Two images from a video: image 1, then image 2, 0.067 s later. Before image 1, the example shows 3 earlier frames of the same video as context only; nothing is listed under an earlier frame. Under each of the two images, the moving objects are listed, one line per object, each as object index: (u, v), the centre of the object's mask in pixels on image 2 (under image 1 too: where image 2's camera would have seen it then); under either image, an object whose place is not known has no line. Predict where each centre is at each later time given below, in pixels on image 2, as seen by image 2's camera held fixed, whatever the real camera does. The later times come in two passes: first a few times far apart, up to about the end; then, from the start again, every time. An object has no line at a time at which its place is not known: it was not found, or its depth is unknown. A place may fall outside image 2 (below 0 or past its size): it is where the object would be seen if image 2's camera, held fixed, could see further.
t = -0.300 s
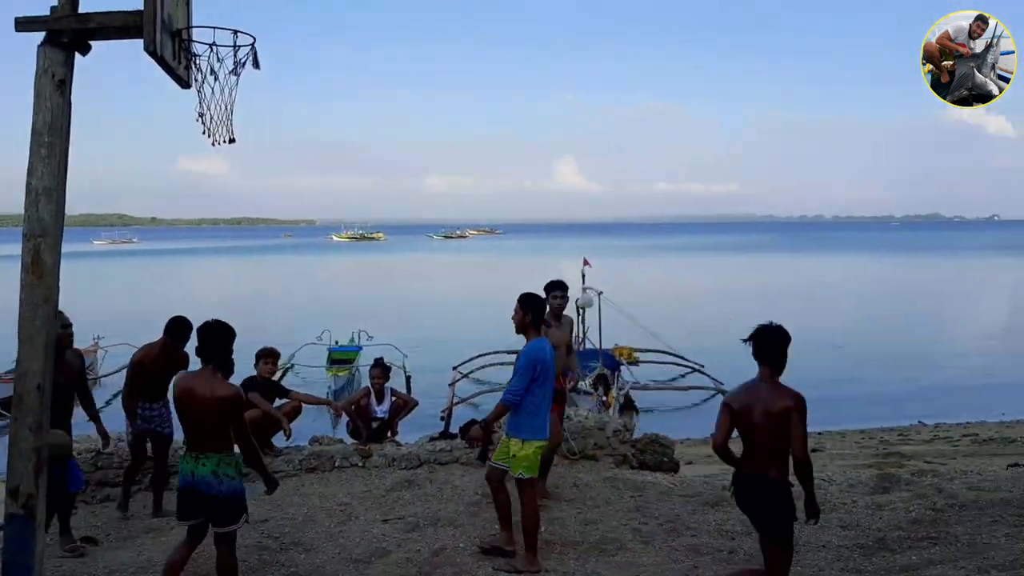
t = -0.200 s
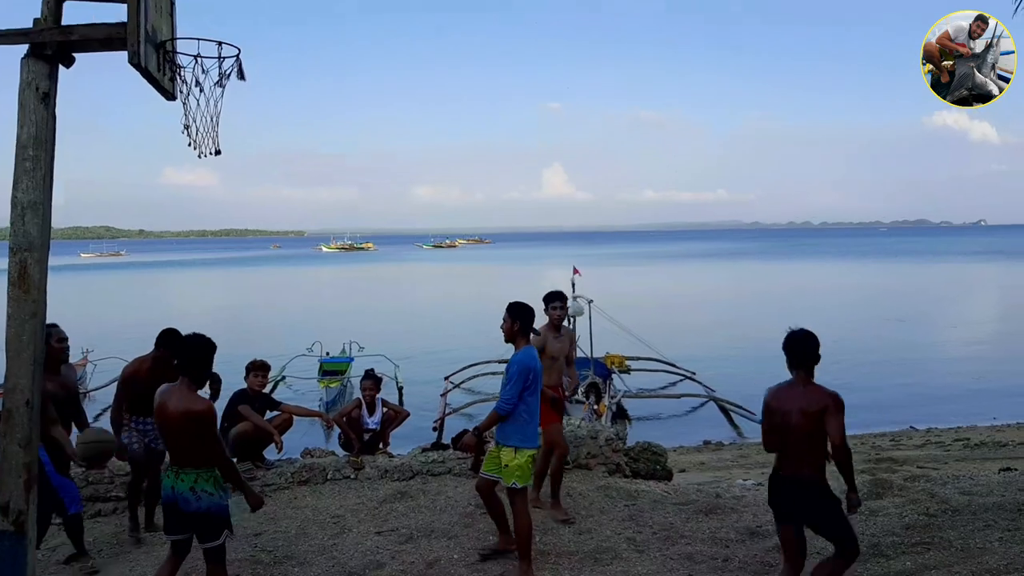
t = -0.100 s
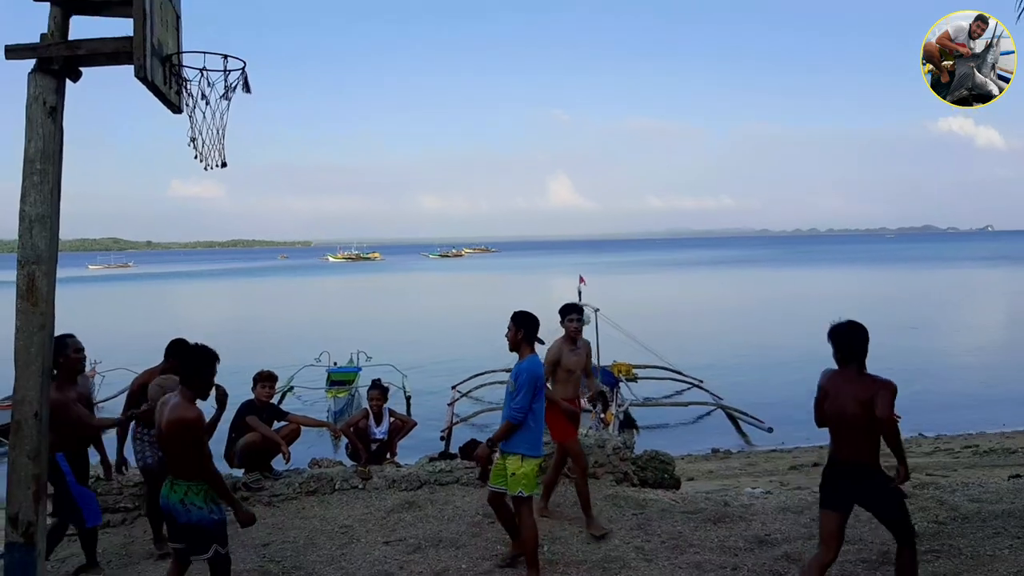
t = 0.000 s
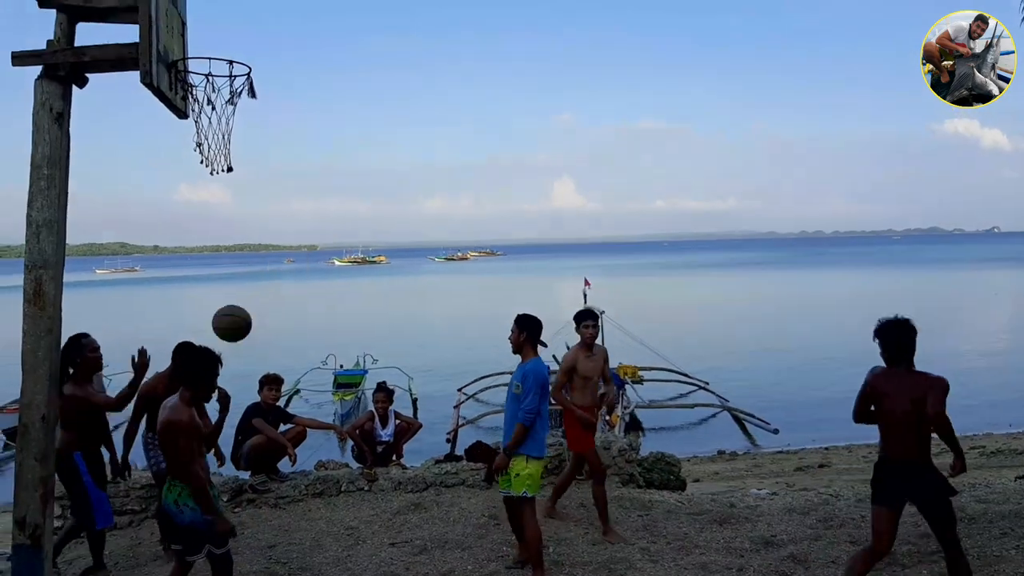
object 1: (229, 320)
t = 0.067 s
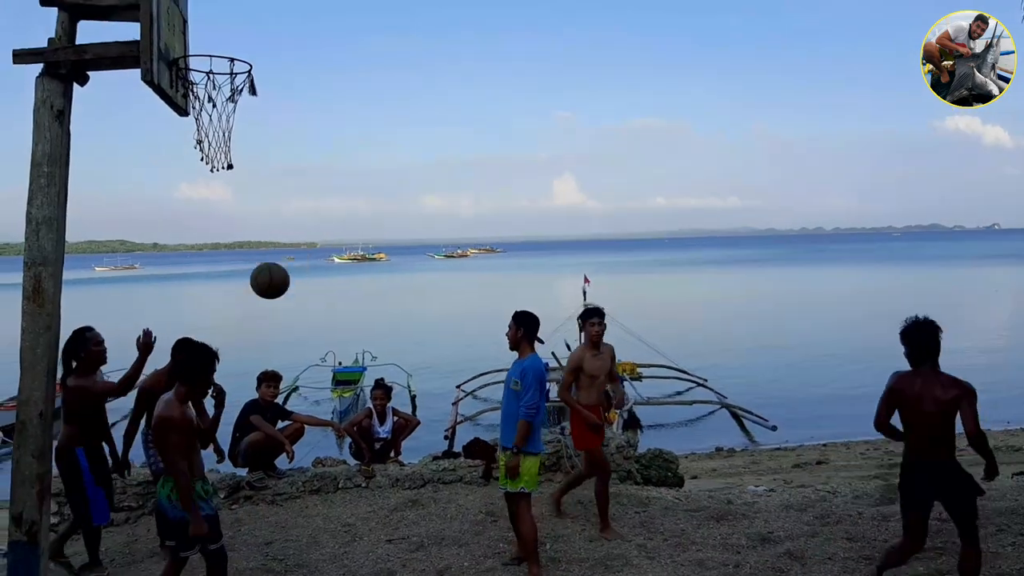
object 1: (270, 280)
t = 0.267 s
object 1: (386, 204)
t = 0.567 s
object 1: (565, 209)
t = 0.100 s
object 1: (289, 263)
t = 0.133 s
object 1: (308, 248)
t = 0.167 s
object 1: (327, 234)
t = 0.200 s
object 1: (346, 222)
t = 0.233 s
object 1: (366, 212)
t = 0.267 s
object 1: (386, 204)
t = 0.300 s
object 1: (405, 197)
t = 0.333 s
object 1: (425, 192)
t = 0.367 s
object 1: (446, 190)
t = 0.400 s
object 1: (467, 187)
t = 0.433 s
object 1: (488, 188)
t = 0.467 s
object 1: (505, 191)
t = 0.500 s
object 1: (525, 195)
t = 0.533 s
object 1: (547, 201)
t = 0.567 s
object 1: (565, 209)
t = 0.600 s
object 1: (583, 218)
